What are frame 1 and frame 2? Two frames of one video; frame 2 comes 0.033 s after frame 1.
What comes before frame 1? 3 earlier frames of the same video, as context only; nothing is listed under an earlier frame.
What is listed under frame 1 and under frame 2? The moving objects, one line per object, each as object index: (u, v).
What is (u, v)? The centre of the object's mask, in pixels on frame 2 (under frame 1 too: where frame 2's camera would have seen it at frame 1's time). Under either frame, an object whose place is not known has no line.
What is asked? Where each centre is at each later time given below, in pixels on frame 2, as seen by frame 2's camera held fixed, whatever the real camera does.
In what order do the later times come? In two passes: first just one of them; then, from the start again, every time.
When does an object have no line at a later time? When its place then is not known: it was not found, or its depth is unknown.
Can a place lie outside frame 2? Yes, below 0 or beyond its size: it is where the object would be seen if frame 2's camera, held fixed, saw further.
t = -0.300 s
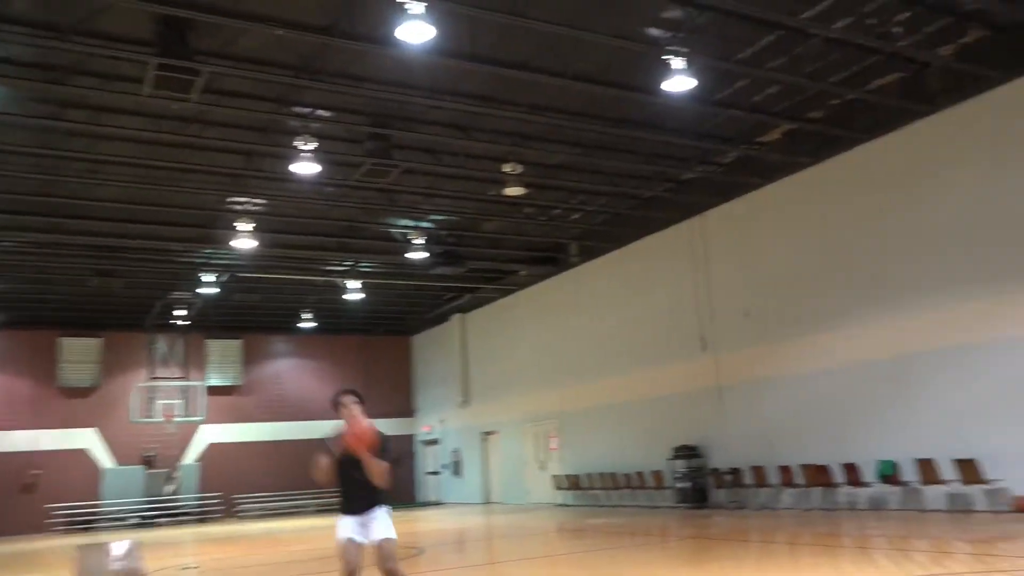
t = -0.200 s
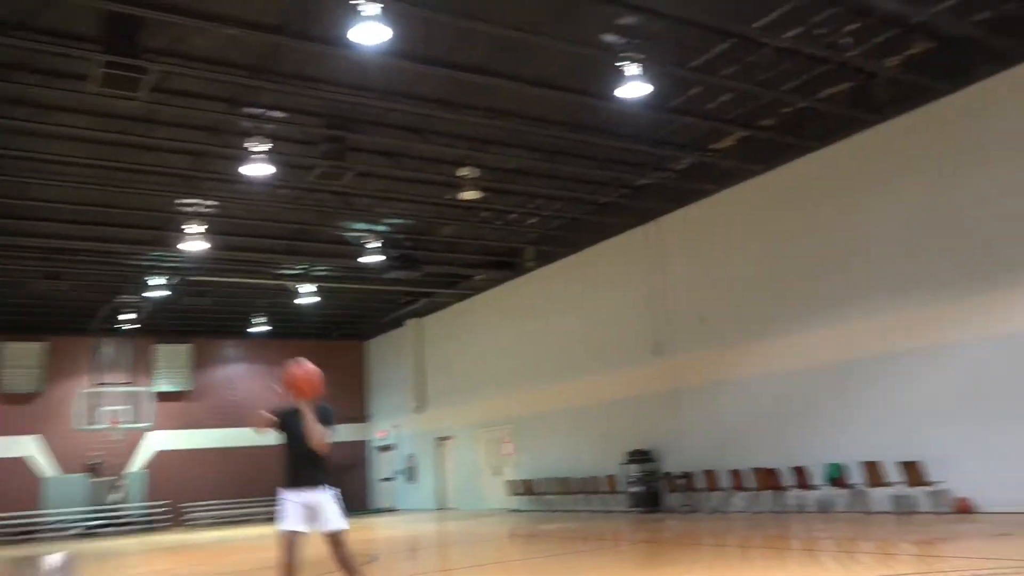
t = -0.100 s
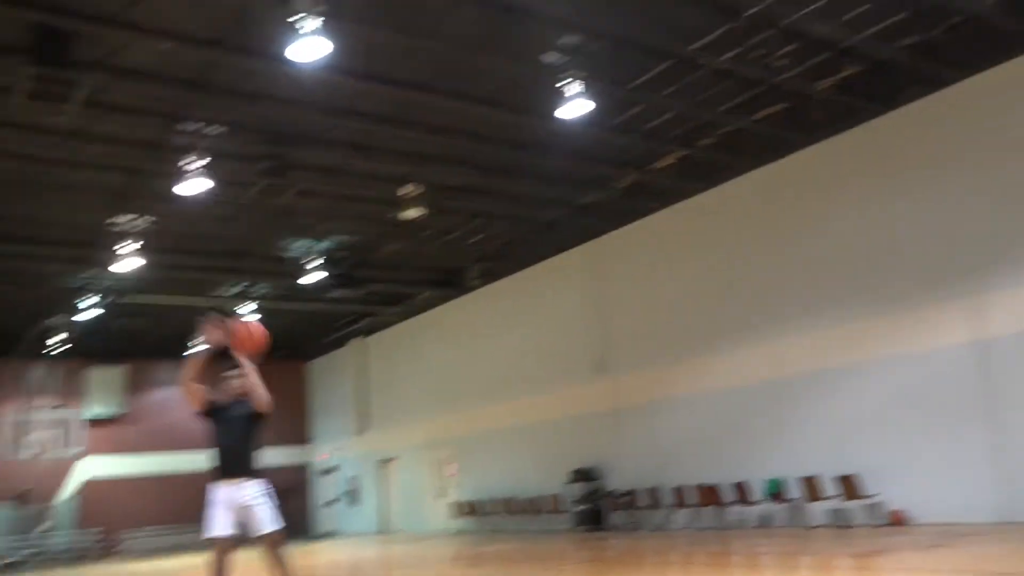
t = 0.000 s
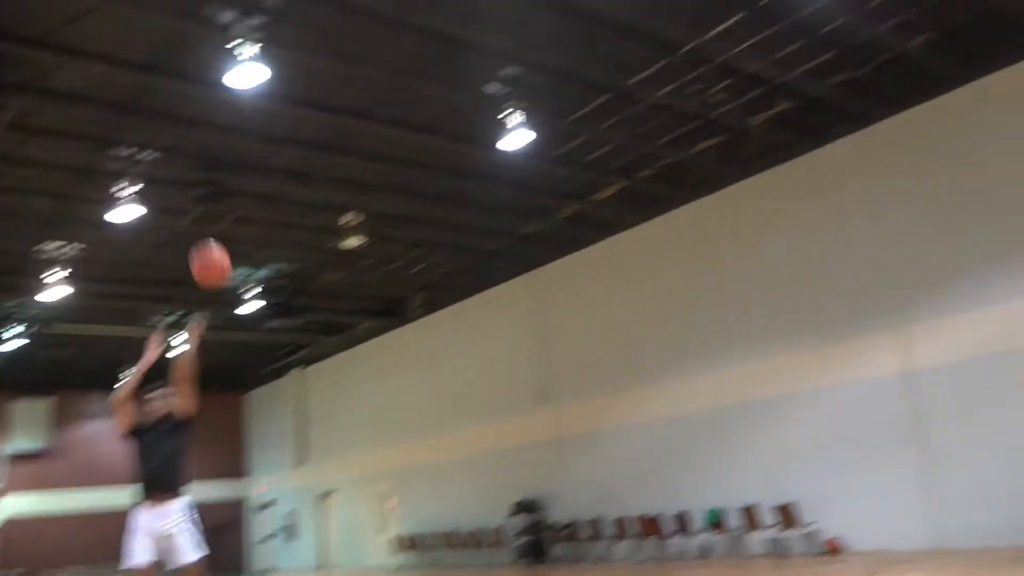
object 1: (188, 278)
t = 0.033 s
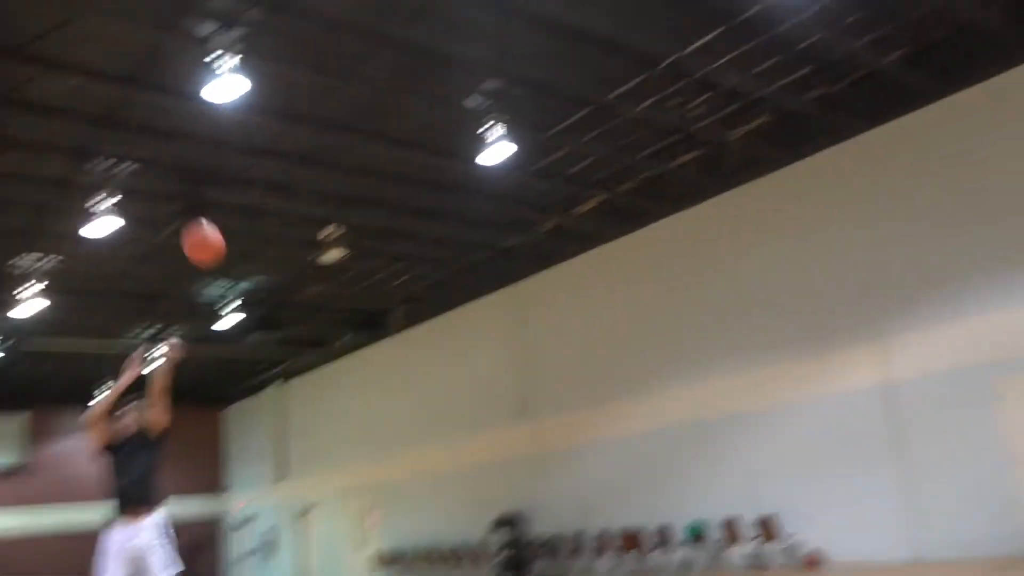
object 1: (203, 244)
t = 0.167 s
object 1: (269, 109)
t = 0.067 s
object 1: (218, 209)
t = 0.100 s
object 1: (233, 175)
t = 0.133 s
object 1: (250, 142)
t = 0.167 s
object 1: (269, 109)
